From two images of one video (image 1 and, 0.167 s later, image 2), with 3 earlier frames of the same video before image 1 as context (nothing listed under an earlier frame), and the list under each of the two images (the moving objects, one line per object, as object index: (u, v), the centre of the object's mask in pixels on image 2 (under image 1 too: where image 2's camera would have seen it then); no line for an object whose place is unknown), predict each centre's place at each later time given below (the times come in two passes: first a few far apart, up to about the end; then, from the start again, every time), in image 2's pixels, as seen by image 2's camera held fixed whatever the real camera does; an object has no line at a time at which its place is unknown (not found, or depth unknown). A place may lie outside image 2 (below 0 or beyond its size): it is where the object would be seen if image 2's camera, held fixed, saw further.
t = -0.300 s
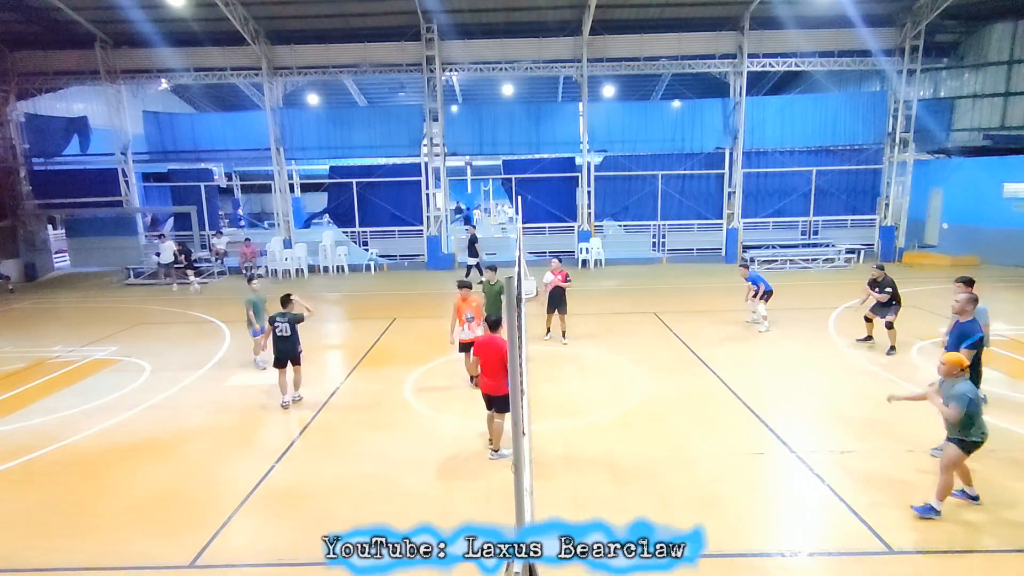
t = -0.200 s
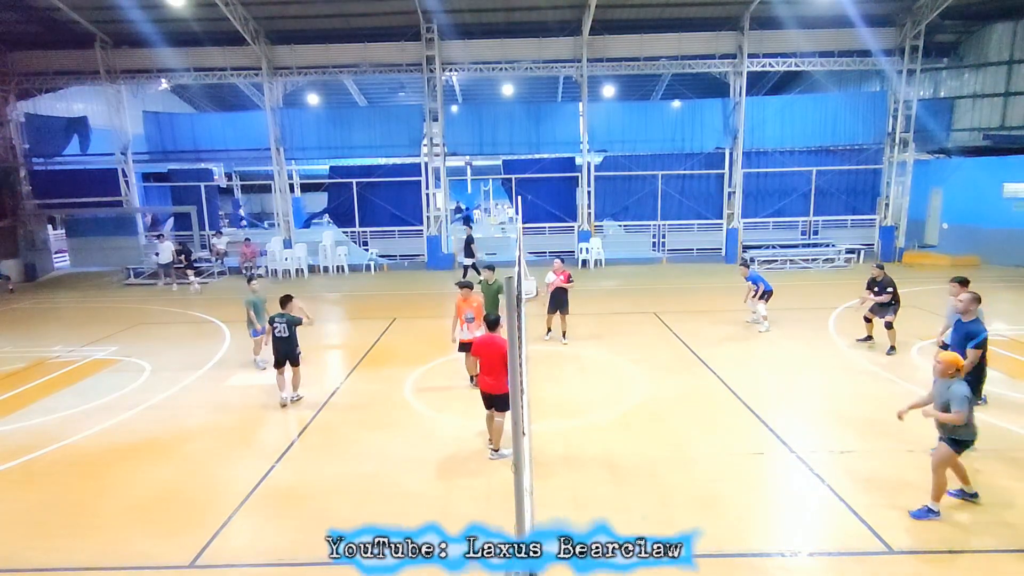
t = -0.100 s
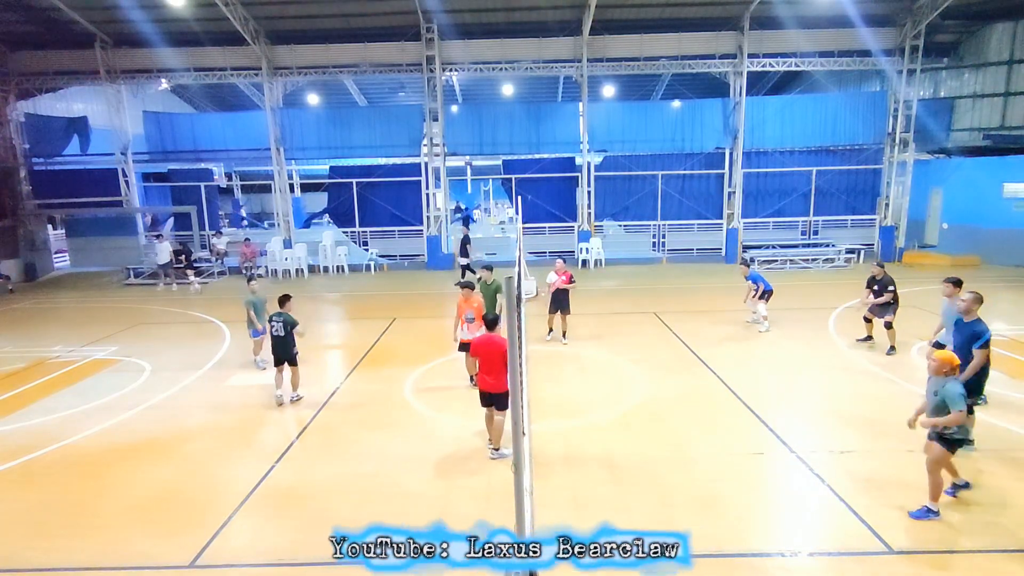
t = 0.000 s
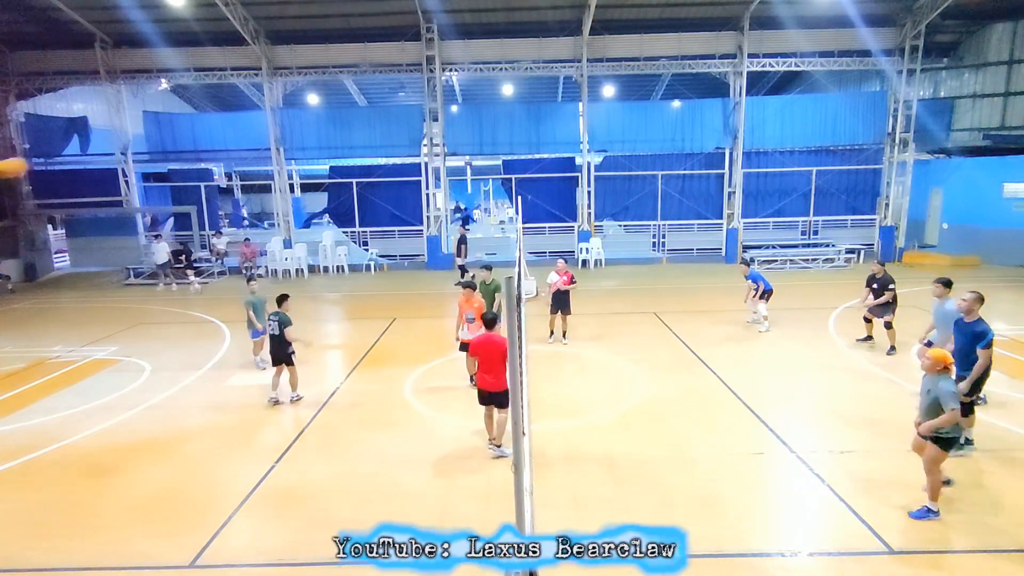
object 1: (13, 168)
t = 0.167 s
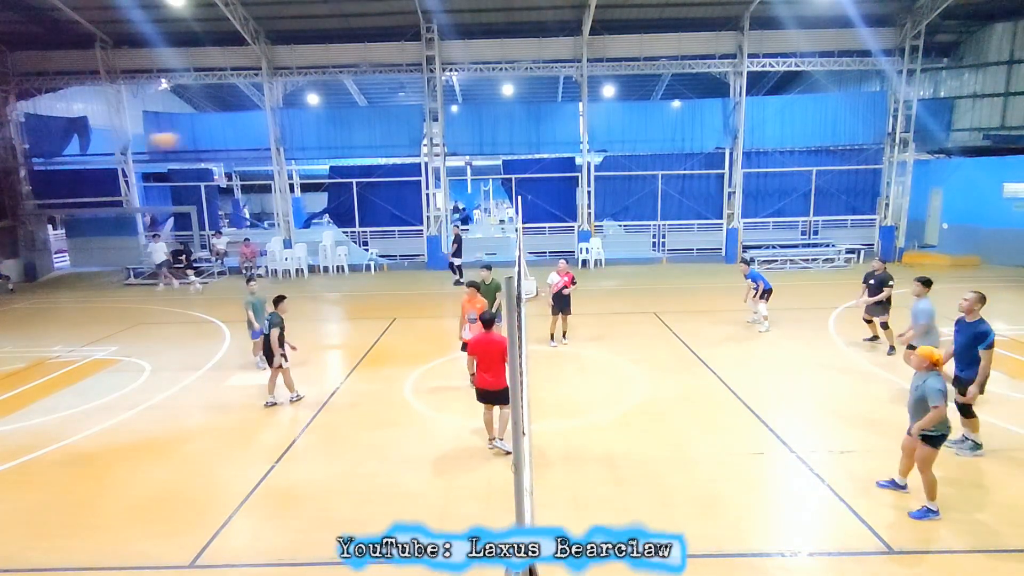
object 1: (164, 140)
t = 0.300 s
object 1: (277, 137)
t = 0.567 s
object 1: (472, 169)
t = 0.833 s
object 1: (624, 238)
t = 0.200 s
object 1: (193, 138)
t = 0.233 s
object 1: (223, 136)
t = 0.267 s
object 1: (248, 136)
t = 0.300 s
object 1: (277, 137)
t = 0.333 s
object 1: (303, 138)
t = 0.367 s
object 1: (327, 140)
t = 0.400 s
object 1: (353, 143)
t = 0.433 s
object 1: (377, 146)
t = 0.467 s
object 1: (401, 151)
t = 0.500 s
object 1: (422, 156)
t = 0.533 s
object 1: (447, 162)
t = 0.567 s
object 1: (472, 169)
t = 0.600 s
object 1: (490, 175)
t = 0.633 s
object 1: (513, 182)
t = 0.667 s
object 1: (531, 192)
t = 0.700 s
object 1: (550, 199)
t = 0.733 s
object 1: (570, 209)
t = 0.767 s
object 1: (590, 219)
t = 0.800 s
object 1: (605, 227)
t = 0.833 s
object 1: (624, 238)
